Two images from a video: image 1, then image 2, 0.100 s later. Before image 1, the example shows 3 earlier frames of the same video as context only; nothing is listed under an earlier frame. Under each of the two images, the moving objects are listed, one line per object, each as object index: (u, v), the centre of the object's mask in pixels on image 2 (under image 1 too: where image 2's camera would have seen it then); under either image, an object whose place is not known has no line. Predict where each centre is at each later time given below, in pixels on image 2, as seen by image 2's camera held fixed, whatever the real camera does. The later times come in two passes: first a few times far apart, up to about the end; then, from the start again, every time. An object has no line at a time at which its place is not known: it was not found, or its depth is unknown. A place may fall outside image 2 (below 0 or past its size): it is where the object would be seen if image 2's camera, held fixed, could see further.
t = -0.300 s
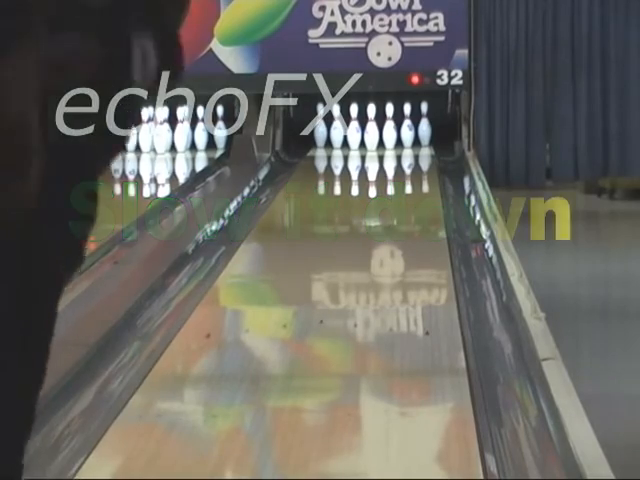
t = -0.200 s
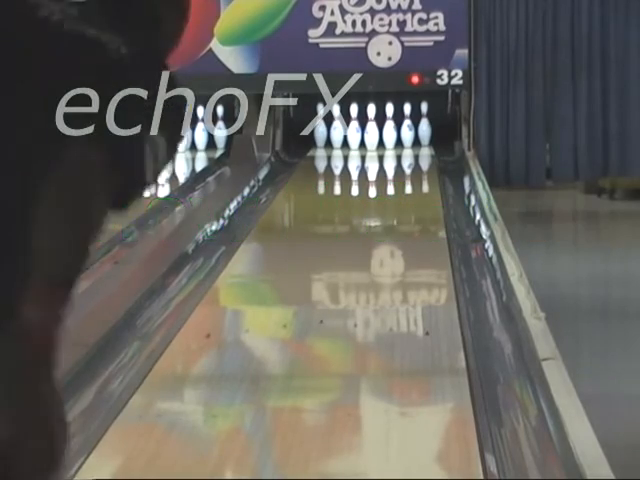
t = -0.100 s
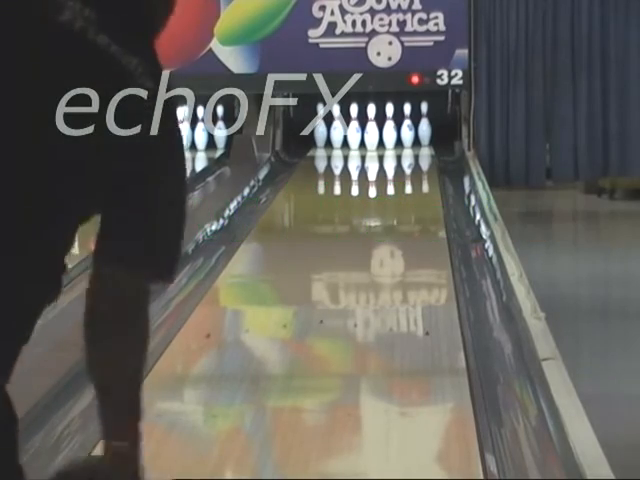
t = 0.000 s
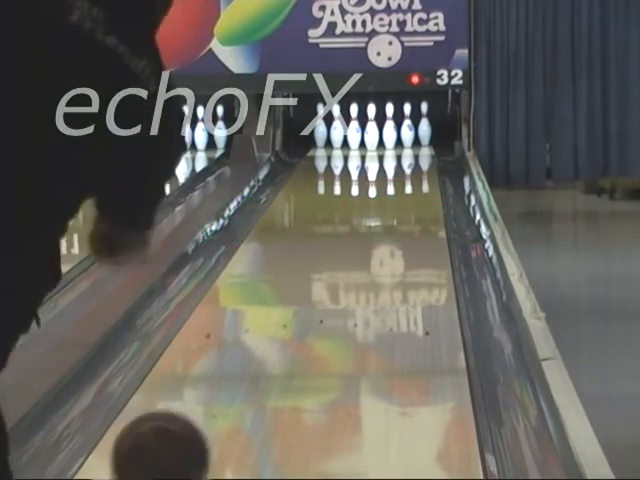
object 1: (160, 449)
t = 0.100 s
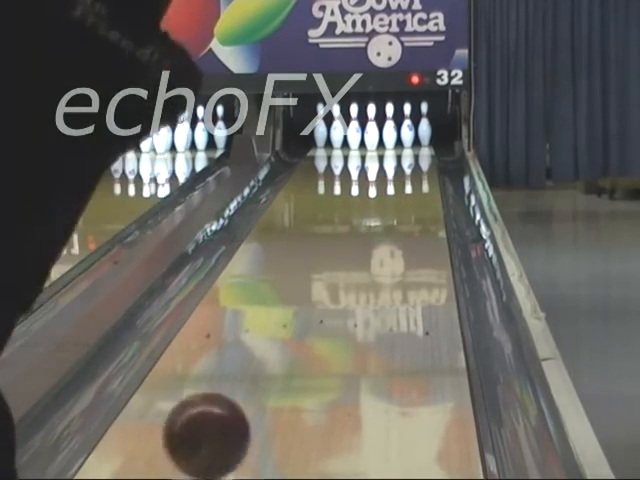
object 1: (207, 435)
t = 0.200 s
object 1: (243, 412)
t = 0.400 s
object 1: (298, 344)
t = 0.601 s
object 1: (335, 296)
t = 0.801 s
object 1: (362, 261)
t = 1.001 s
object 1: (381, 234)
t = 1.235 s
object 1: (397, 209)
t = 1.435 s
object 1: (408, 191)
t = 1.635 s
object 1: (412, 176)
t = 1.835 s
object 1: (413, 164)
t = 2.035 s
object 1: (406, 154)
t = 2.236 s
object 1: (391, 147)
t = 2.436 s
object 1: (374, 139)
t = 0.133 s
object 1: (220, 437)
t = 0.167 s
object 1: (232, 425)
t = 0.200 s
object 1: (243, 412)
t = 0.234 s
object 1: (254, 399)
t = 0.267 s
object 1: (264, 386)
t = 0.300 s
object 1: (273, 375)
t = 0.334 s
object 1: (282, 364)
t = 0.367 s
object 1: (290, 354)
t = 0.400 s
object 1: (298, 344)
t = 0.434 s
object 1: (305, 335)
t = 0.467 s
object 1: (311, 326)
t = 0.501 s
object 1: (317, 318)
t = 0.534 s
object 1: (324, 310)
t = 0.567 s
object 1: (329, 303)
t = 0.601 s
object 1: (335, 296)
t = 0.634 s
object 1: (340, 290)
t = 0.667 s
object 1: (345, 283)
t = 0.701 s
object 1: (349, 277)
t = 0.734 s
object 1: (353, 271)
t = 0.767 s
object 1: (358, 266)
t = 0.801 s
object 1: (362, 261)
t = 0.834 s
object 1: (365, 257)
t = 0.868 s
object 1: (369, 251)
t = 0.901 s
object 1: (372, 247)
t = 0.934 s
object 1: (375, 242)
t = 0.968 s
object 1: (378, 238)
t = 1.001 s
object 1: (381, 234)
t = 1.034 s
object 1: (384, 229)
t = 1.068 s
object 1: (387, 225)
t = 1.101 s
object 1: (389, 222)
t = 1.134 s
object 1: (391, 218)
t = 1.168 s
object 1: (394, 215)
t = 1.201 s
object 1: (396, 212)
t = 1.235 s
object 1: (397, 209)
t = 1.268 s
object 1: (400, 205)
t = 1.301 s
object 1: (402, 203)
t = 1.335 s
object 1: (404, 200)
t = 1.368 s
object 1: (405, 198)
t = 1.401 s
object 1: (406, 194)
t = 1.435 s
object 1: (408, 191)
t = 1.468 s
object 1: (409, 188)
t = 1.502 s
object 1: (410, 185)
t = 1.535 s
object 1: (410, 183)
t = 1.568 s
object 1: (411, 181)
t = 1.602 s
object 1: (412, 178)
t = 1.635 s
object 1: (412, 176)
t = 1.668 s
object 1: (414, 174)
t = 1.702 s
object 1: (414, 172)
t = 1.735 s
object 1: (414, 170)
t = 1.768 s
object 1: (414, 168)
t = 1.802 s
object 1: (413, 166)
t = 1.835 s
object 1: (413, 164)
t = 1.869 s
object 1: (412, 162)
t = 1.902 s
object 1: (411, 161)
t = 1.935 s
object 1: (410, 159)
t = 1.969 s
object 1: (408, 157)
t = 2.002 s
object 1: (407, 155)
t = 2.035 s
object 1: (406, 154)
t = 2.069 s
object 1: (404, 152)
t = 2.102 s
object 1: (401, 151)
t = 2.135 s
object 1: (398, 149)
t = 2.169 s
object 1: (396, 148)
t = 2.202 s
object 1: (394, 147)
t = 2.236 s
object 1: (391, 147)
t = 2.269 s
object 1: (388, 145)
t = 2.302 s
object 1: (385, 143)
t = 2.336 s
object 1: (382, 142)
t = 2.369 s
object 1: (379, 141)
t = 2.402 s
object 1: (376, 140)
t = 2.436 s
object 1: (374, 139)
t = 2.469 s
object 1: (373, 138)
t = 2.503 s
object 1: (371, 138)
